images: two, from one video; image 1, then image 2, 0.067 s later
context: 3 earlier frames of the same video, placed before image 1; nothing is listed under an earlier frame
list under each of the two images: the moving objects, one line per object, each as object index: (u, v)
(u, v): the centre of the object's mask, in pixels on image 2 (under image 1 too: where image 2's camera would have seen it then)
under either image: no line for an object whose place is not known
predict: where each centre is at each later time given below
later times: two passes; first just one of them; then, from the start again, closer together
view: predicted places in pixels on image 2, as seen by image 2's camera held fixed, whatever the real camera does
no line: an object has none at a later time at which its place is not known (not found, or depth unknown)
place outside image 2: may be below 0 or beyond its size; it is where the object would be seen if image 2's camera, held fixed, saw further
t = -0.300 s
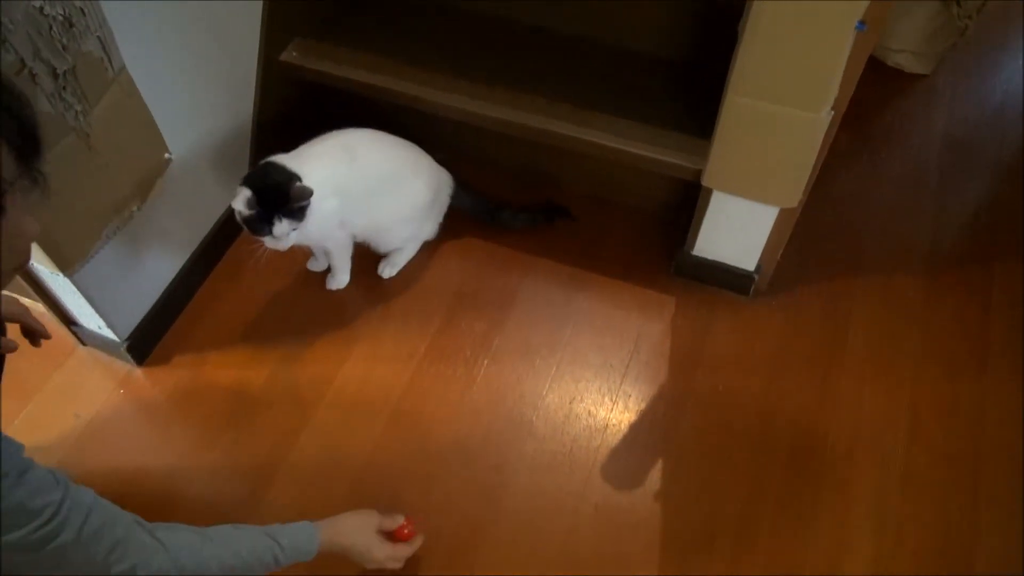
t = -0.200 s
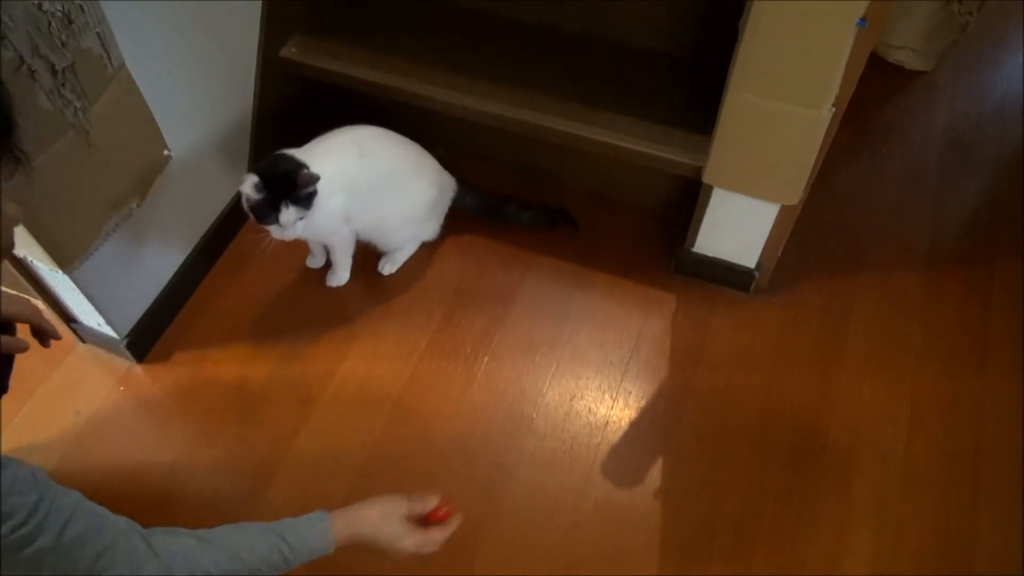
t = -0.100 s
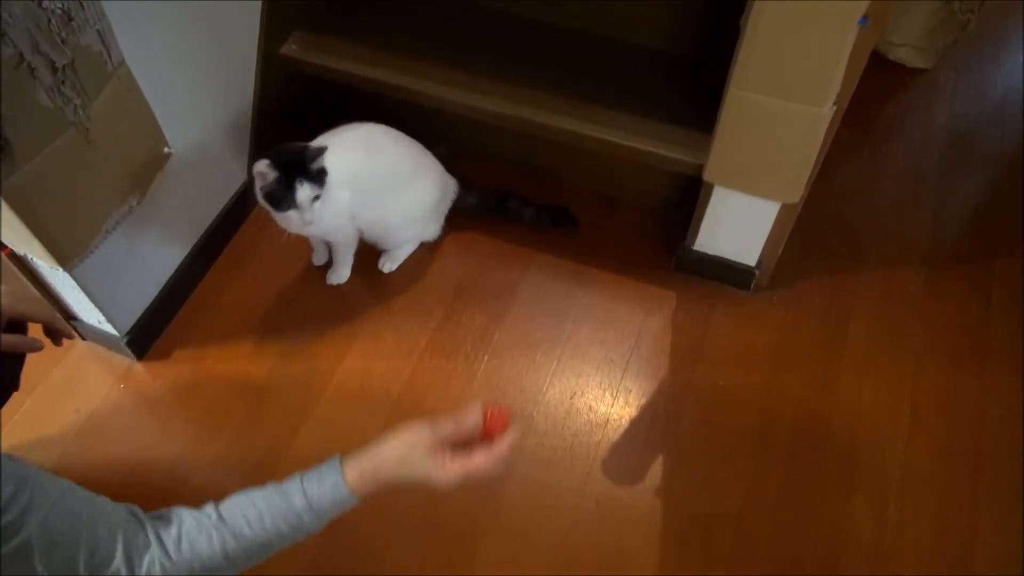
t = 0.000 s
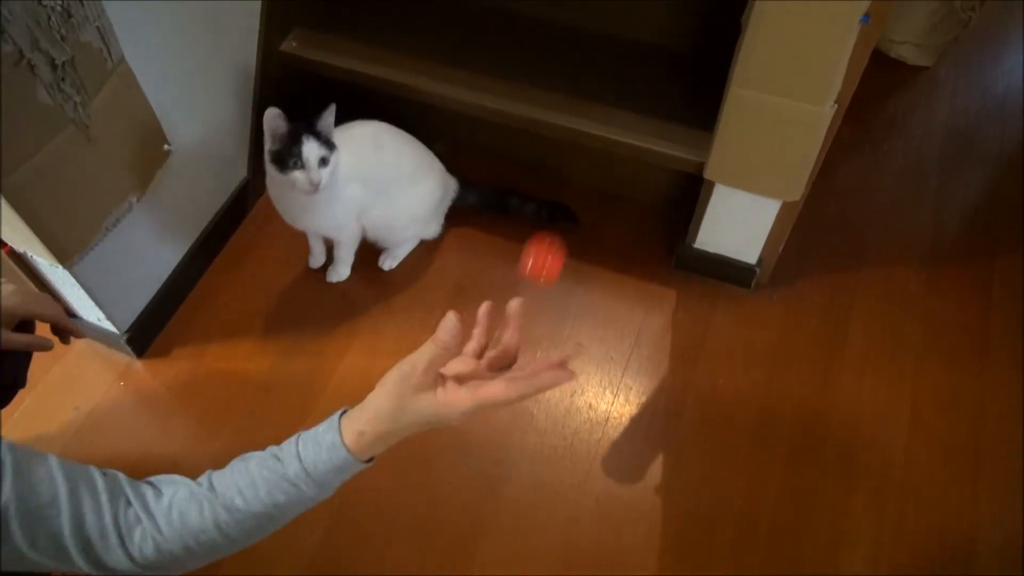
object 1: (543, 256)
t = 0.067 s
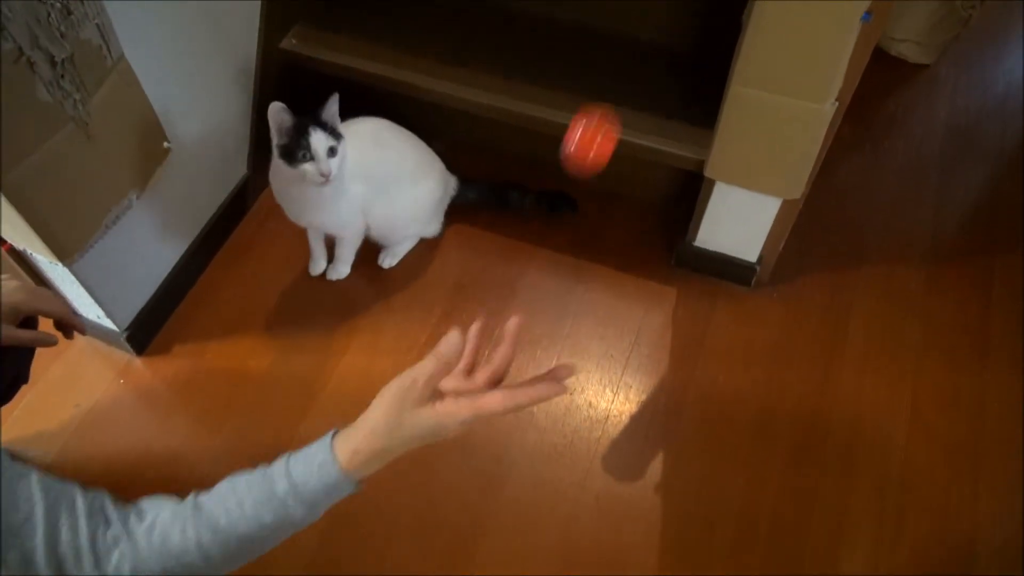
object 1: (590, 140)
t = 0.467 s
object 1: (780, 291)
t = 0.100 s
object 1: (620, 80)
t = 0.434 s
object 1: (792, 233)
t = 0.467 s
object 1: (780, 291)
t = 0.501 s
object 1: (766, 348)
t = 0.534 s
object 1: (751, 399)
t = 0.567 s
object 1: (738, 440)
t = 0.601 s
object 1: (726, 480)
